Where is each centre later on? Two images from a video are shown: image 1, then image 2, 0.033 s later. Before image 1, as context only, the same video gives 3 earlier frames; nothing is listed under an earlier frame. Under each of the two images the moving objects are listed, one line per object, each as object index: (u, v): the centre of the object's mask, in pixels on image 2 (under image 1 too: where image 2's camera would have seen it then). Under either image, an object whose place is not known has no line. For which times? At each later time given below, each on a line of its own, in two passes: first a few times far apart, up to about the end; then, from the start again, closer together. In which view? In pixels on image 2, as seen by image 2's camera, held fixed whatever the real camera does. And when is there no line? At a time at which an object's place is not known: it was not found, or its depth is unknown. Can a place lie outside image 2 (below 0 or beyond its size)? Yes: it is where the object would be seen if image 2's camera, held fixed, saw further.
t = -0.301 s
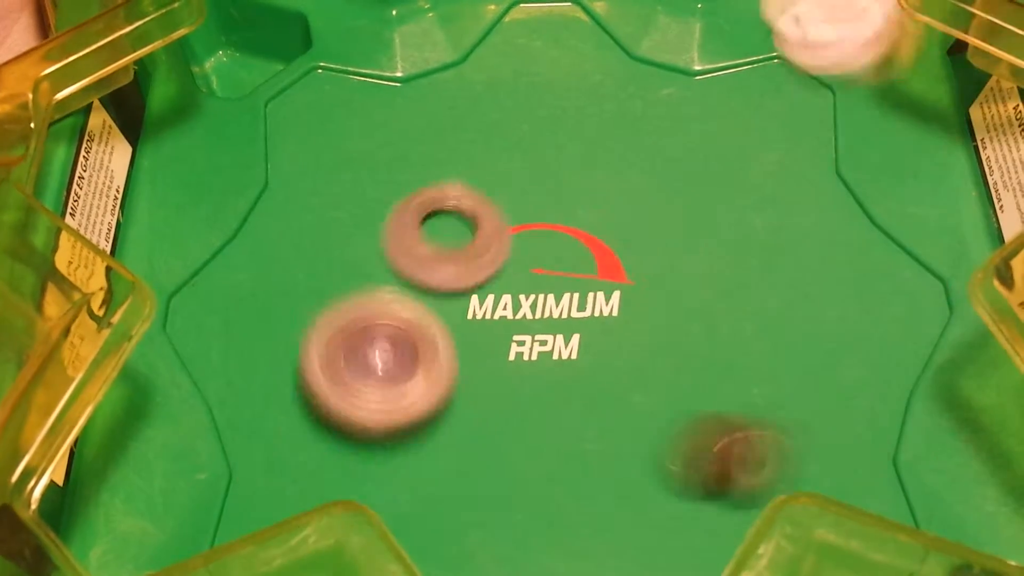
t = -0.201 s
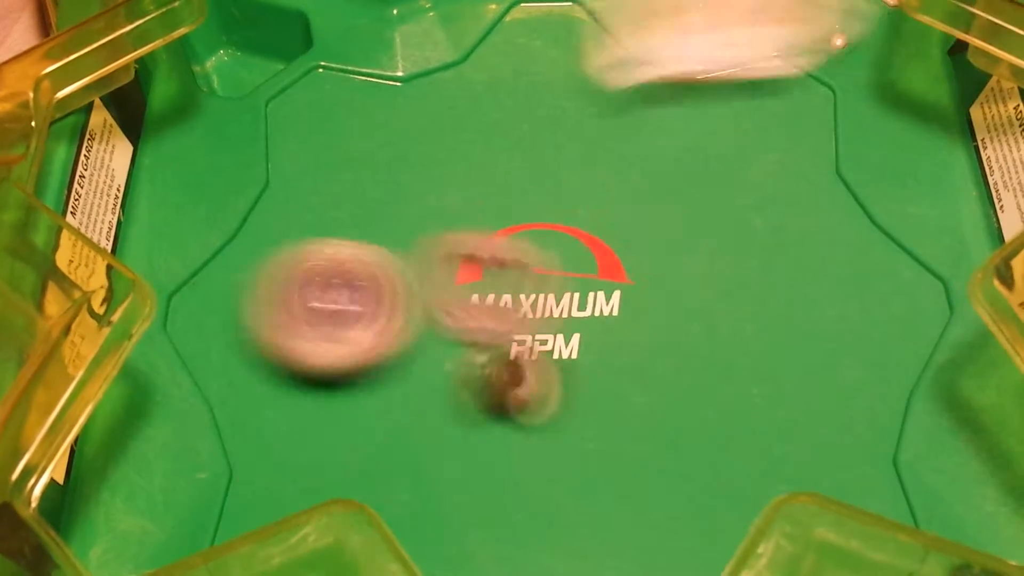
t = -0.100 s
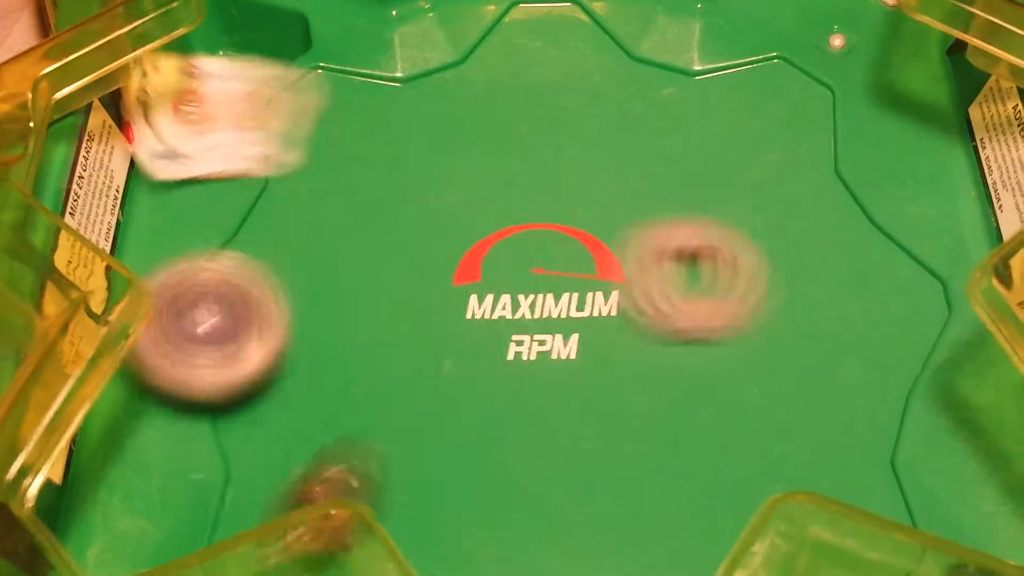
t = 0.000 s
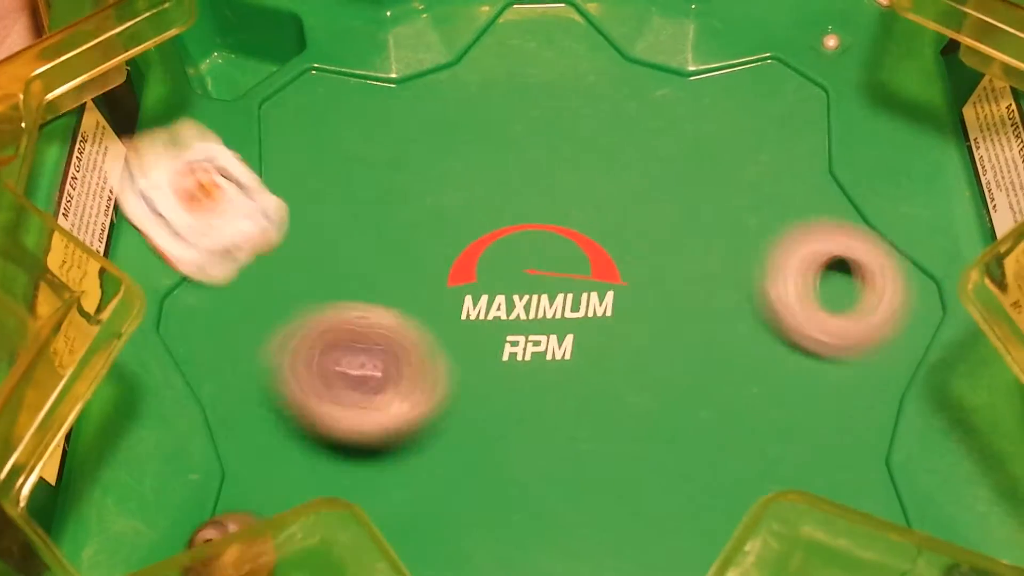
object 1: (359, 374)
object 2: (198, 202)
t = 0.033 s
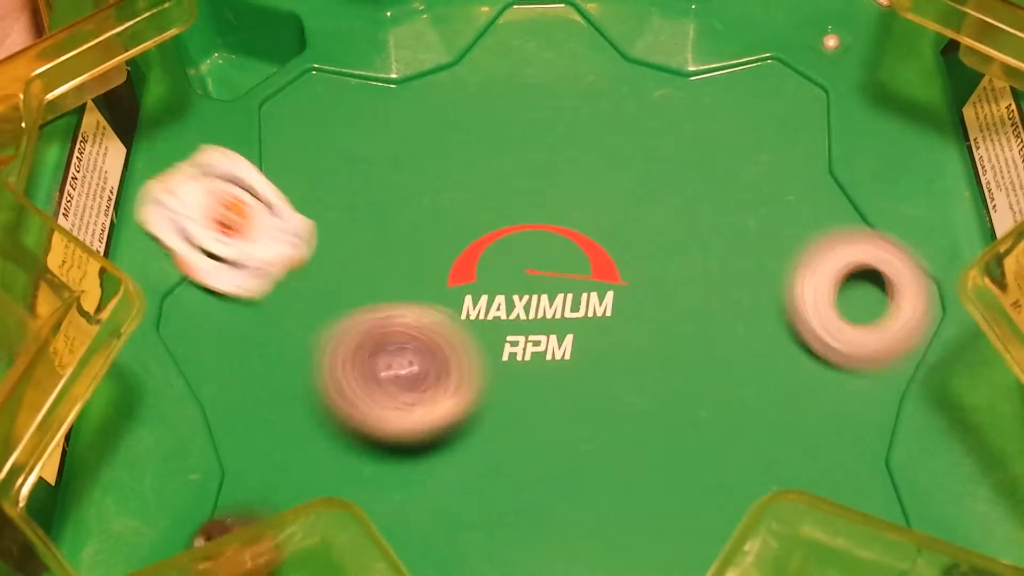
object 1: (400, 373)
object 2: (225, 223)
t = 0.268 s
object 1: (465, 197)
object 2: (371, 298)
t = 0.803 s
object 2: (435, 325)
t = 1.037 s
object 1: (610, 194)
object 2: (488, 313)
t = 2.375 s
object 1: (649, 219)
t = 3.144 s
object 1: (866, 293)
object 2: (751, 285)
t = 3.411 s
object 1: (644, 323)
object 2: (656, 243)
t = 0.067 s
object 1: (430, 365)
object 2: (260, 247)
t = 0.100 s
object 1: (456, 345)
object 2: (294, 267)
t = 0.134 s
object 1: (474, 318)
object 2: (326, 286)
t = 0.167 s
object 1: (484, 282)
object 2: (347, 296)
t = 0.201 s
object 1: (485, 251)
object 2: (368, 305)
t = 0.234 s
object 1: (479, 221)
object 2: (376, 303)
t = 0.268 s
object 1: (465, 197)
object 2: (371, 298)
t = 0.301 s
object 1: (444, 176)
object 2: (335, 279)
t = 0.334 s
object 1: (419, 160)
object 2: (297, 271)
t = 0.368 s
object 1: (392, 150)
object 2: (275, 258)
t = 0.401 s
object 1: (367, 148)
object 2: (274, 245)
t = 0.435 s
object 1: (345, 154)
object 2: (275, 247)
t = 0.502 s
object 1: (285, 150)
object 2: (264, 274)
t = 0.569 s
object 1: (233, 164)
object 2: (265, 302)
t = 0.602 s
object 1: (214, 176)
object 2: (268, 311)
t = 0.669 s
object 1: (203, 266)
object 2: (315, 330)
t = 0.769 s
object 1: (319, 382)
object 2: (418, 338)
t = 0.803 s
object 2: (435, 325)
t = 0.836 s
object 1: (440, 397)
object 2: (443, 309)
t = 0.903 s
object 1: (539, 354)
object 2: (458, 303)
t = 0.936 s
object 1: (572, 314)
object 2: (468, 313)
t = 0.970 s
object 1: (596, 271)
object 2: (481, 316)
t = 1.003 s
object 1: (607, 232)
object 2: (487, 313)
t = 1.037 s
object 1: (610, 194)
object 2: (488, 313)
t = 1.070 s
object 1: (603, 158)
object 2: (487, 314)
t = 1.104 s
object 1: (588, 124)
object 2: (487, 315)
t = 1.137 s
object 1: (563, 98)
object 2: (487, 315)
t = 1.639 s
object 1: (566, 218)
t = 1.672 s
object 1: (573, 209)
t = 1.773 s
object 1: (584, 195)
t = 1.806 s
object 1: (584, 194)
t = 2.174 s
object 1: (629, 262)
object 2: (773, 316)
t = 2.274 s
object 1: (653, 232)
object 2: (771, 317)
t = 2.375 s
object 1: (649, 219)
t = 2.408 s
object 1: (640, 219)
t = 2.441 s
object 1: (631, 219)
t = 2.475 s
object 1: (622, 224)
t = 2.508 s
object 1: (611, 233)
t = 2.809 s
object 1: (707, 371)
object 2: (779, 302)
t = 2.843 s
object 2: (784, 285)
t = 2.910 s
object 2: (786, 266)
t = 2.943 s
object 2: (775, 263)
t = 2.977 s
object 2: (764, 270)
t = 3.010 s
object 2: (761, 279)
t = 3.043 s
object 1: (869, 331)
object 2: (761, 281)
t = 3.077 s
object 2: (760, 283)
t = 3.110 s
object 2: (755, 284)
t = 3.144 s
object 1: (866, 293)
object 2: (751, 285)
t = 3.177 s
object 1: (849, 283)
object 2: (741, 285)
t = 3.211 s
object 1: (827, 283)
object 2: (717, 270)
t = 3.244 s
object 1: (801, 283)
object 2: (692, 260)
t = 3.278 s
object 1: (767, 290)
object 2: (670, 255)
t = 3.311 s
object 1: (737, 298)
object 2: (657, 251)
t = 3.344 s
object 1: (706, 307)
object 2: (646, 245)
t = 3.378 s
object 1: (675, 316)
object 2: (649, 241)
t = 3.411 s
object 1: (644, 323)
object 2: (656, 243)
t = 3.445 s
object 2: (659, 252)
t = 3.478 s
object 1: (582, 332)
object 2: (658, 259)
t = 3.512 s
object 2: (654, 265)
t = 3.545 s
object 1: (519, 336)
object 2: (653, 266)
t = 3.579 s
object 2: (653, 266)
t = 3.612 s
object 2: (653, 266)
